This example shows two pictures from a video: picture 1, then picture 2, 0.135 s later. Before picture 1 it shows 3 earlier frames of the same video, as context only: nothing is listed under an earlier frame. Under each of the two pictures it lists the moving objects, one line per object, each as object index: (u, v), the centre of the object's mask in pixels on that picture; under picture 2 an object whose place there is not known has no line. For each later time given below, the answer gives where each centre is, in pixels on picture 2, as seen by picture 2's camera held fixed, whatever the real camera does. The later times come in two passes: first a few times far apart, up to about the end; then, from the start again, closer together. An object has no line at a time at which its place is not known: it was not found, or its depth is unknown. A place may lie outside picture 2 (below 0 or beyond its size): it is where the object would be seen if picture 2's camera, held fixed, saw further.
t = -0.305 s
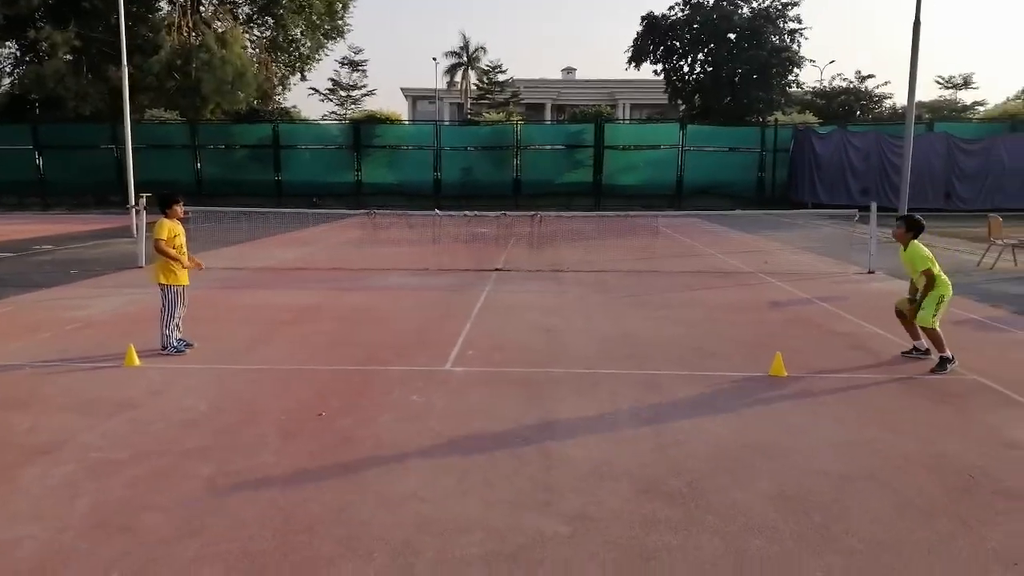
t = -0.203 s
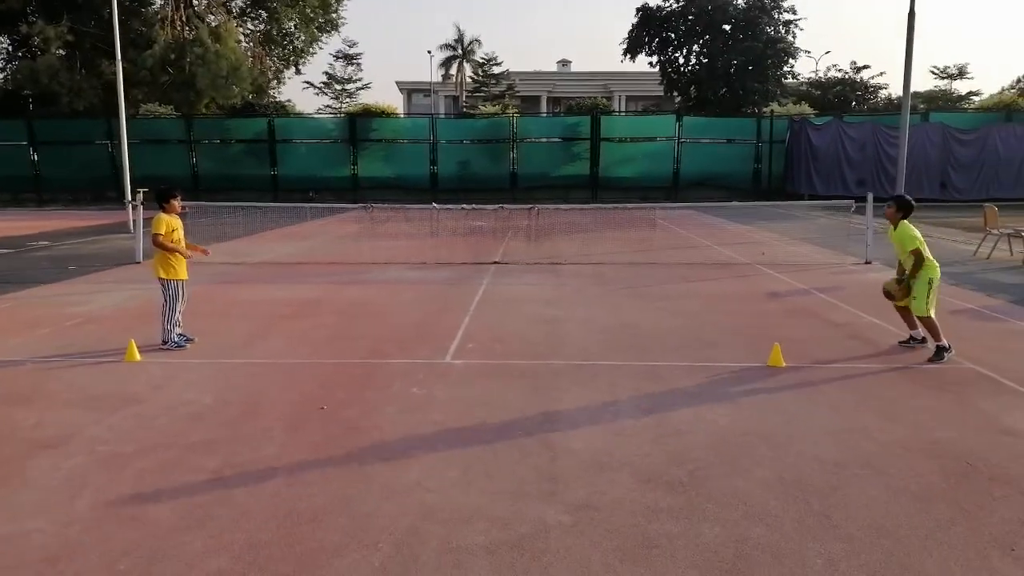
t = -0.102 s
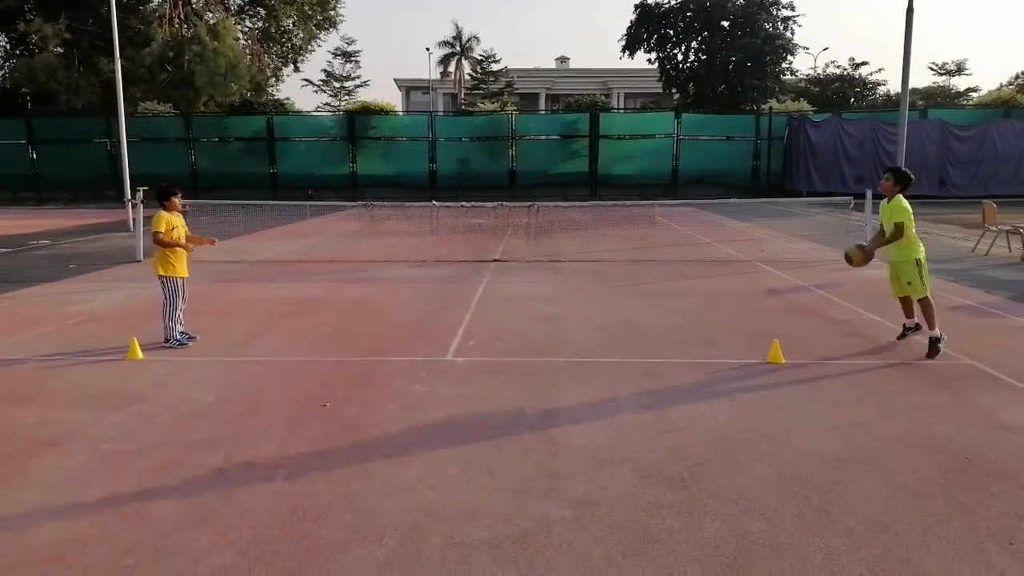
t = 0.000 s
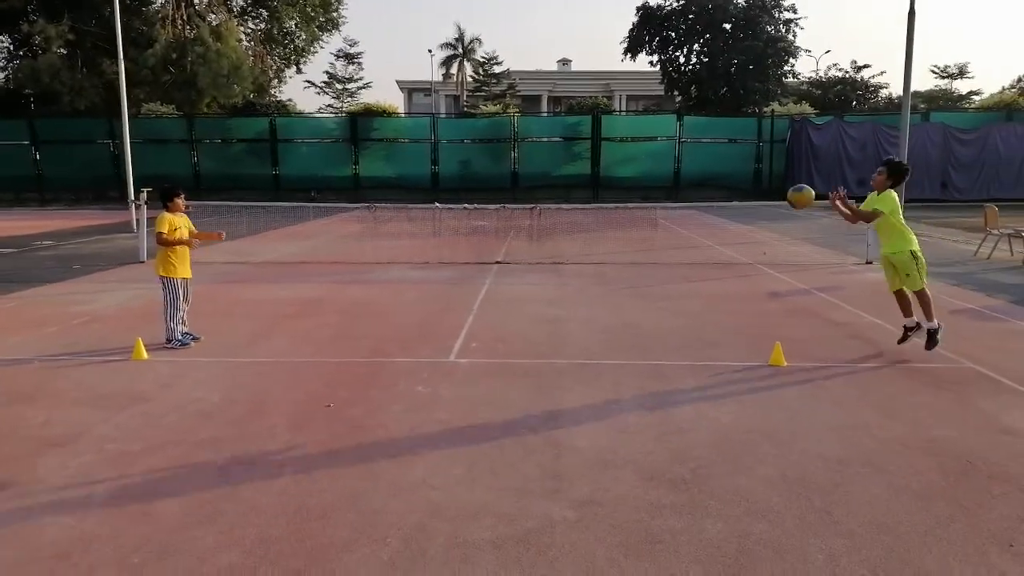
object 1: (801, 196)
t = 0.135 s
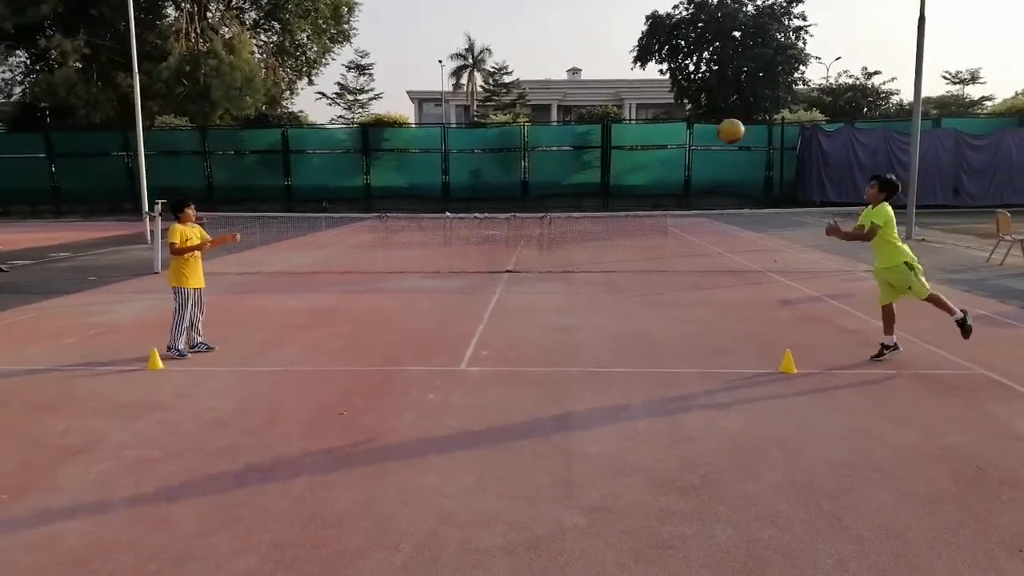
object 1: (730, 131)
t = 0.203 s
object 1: (690, 103)
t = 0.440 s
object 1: (553, 46)
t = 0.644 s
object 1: (436, 50)
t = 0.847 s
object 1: (329, 105)
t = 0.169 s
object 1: (711, 116)
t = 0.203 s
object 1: (690, 103)
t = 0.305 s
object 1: (631, 70)
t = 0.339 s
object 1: (611, 63)
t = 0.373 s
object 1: (591, 56)
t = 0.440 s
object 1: (553, 46)
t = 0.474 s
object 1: (534, 42)
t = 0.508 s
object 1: (514, 40)
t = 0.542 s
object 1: (494, 40)
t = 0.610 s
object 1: (456, 46)
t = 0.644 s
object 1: (436, 50)
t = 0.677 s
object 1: (417, 55)
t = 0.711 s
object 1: (399, 61)
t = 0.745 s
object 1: (380, 70)
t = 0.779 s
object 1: (362, 81)
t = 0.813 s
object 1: (345, 92)
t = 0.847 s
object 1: (329, 105)
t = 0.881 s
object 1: (310, 117)
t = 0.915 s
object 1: (296, 132)
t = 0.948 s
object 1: (279, 148)
